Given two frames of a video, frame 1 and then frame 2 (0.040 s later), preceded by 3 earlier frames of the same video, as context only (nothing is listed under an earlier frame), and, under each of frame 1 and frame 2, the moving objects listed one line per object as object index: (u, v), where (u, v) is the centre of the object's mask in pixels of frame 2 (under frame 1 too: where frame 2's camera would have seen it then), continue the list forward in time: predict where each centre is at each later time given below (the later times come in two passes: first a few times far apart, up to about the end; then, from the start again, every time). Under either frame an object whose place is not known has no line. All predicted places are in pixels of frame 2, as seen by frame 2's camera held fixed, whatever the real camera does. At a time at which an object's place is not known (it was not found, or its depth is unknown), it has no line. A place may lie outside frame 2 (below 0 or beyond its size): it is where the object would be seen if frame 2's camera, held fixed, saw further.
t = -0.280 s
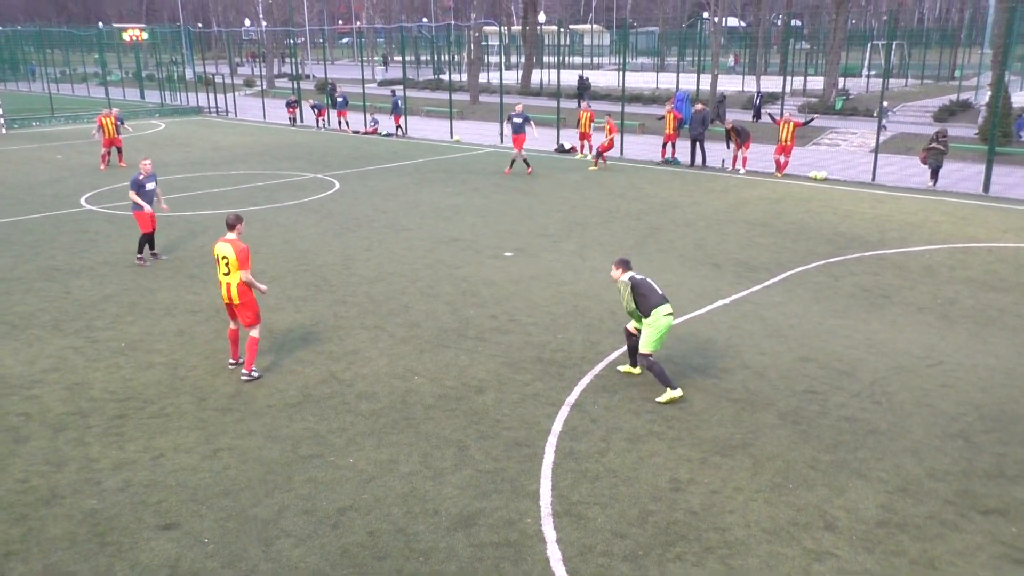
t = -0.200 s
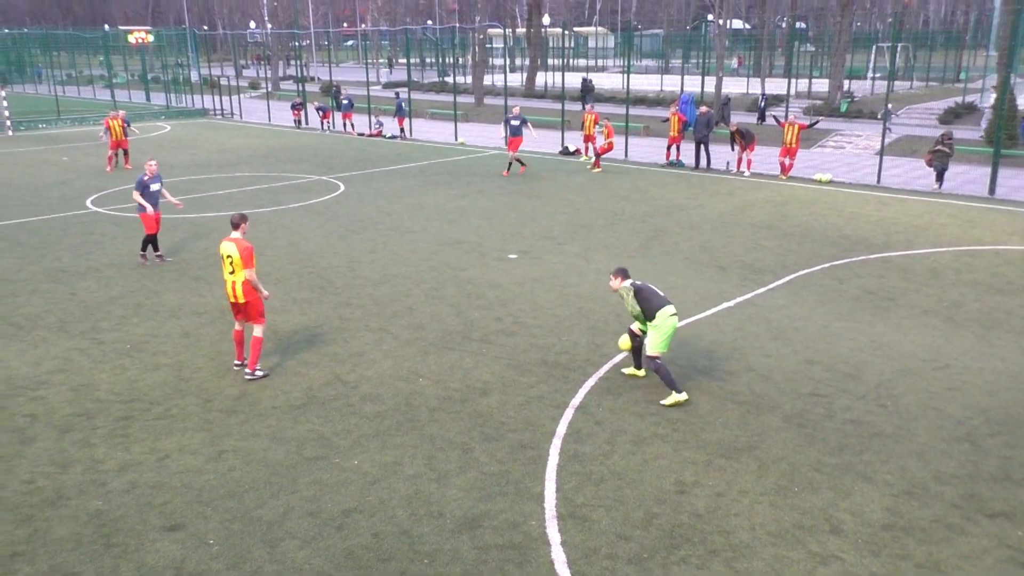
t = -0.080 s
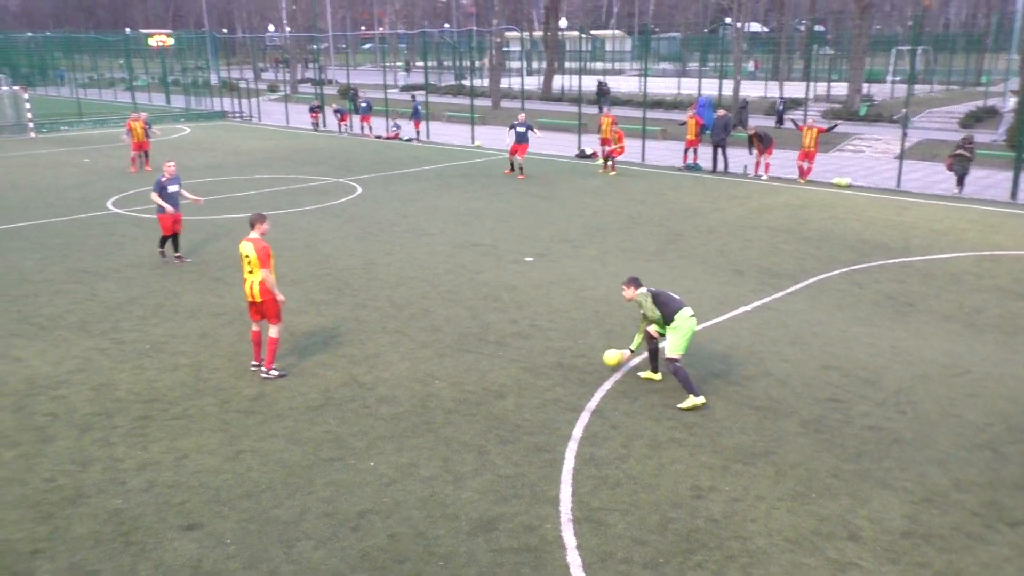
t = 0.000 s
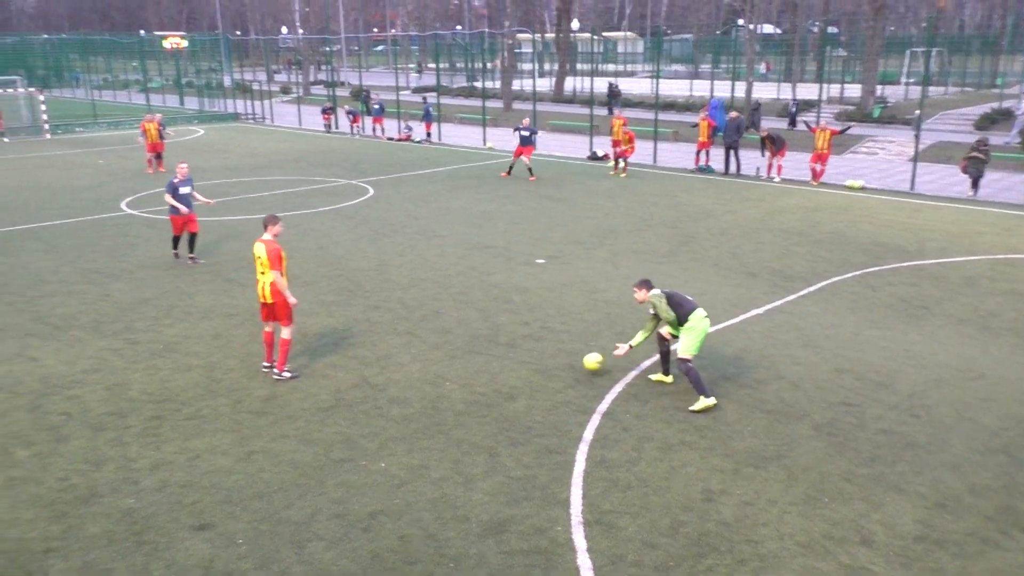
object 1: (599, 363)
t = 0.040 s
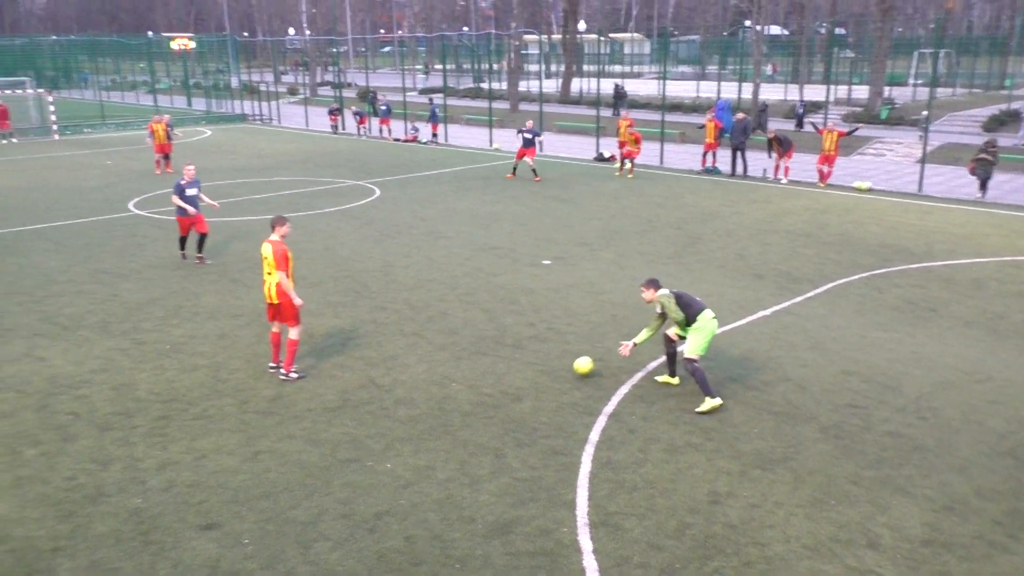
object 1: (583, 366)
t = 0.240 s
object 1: (520, 369)
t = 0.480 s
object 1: (449, 369)
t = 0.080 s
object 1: (568, 369)
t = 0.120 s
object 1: (556, 367)
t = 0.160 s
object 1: (543, 367)
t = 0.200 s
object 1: (532, 367)
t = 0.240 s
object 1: (520, 369)
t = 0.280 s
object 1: (508, 369)
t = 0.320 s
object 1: (496, 369)
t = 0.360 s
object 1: (484, 369)
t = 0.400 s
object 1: (472, 369)
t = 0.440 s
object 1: (460, 370)
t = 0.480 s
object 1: (449, 369)
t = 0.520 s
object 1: (437, 369)
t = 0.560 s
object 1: (425, 370)
